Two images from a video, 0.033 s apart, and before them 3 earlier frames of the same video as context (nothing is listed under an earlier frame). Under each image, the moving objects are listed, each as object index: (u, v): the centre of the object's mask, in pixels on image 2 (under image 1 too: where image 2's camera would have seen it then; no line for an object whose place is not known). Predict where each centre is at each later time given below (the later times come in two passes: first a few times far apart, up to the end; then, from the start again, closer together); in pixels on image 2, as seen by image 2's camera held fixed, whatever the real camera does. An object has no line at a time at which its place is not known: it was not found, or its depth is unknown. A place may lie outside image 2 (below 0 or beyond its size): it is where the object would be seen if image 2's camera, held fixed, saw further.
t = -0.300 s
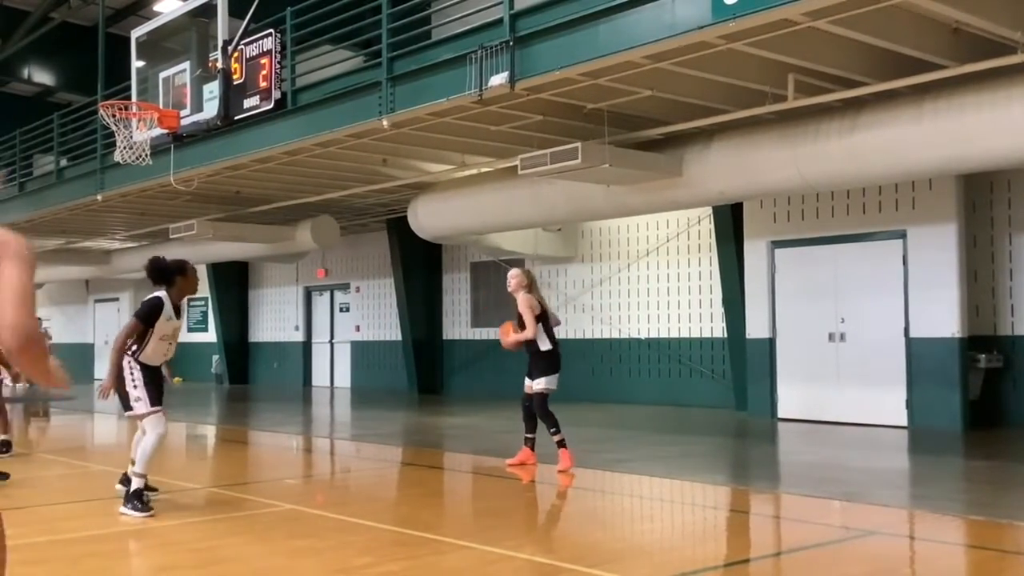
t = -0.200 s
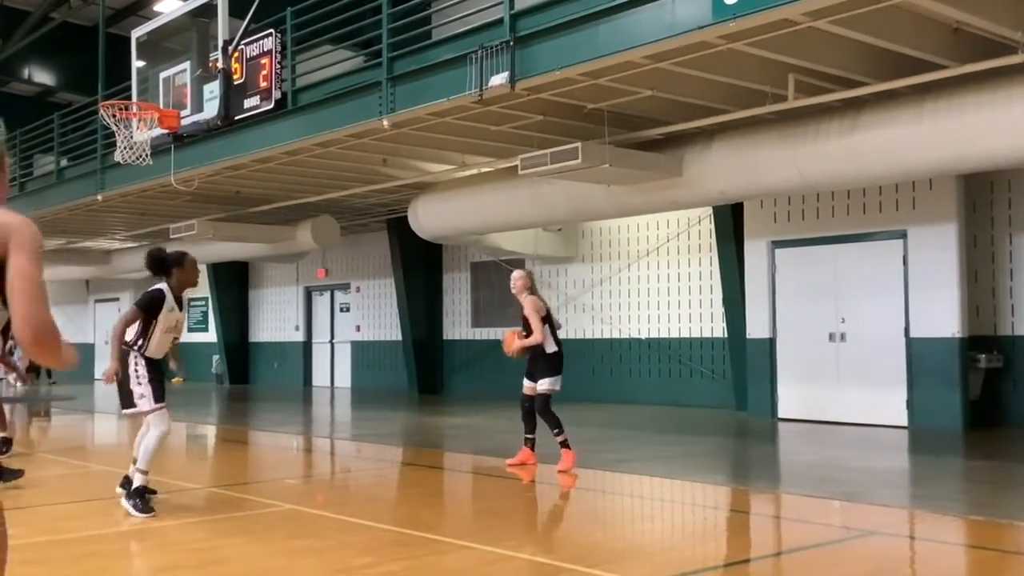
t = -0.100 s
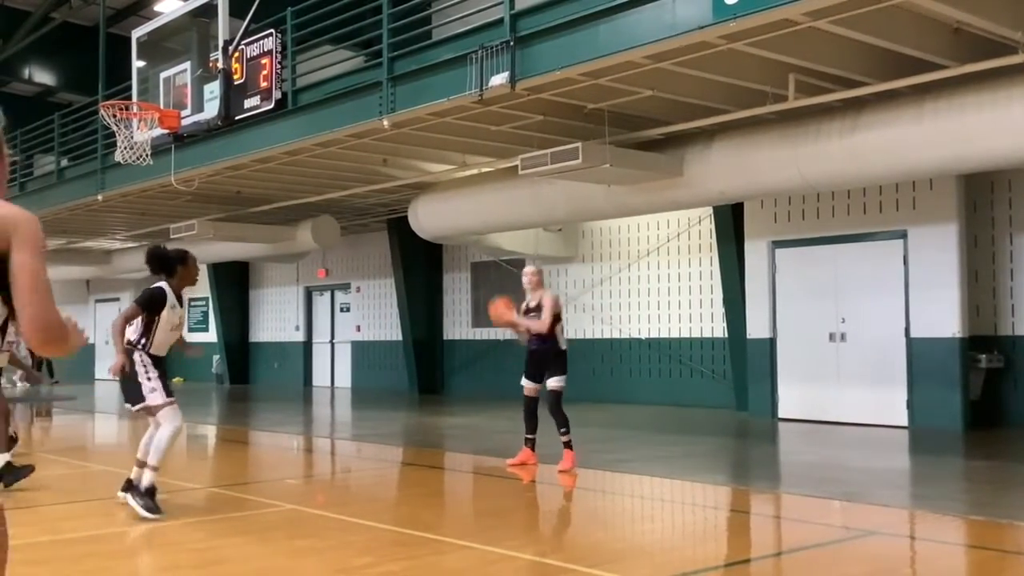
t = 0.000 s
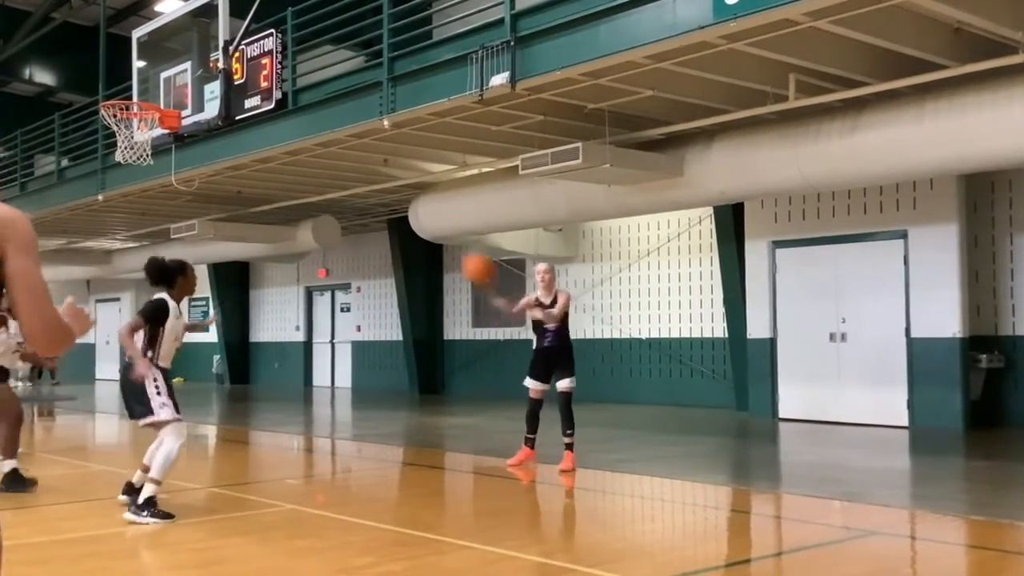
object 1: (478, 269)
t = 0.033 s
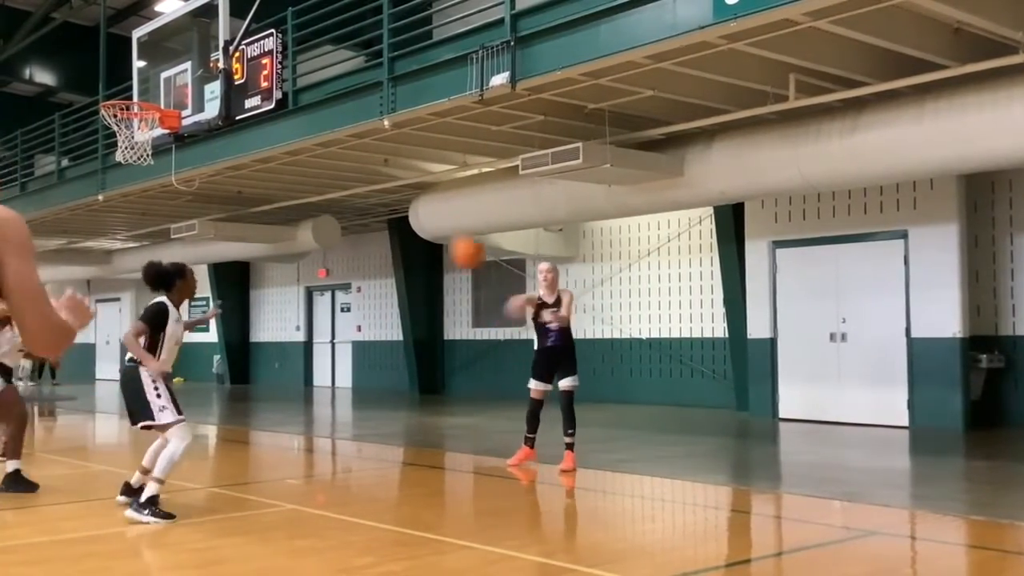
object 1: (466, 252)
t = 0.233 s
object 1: (374, 167)
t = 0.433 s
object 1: (206, 110)
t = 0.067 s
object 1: (455, 237)
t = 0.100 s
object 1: (442, 224)
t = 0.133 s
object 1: (427, 207)
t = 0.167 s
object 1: (411, 195)
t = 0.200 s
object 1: (394, 182)
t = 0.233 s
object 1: (374, 167)
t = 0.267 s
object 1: (354, 157)
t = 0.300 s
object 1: (329, 144)
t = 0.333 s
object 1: (304, 135)
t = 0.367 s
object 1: (275, 126)
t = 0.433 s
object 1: (206, 110)
